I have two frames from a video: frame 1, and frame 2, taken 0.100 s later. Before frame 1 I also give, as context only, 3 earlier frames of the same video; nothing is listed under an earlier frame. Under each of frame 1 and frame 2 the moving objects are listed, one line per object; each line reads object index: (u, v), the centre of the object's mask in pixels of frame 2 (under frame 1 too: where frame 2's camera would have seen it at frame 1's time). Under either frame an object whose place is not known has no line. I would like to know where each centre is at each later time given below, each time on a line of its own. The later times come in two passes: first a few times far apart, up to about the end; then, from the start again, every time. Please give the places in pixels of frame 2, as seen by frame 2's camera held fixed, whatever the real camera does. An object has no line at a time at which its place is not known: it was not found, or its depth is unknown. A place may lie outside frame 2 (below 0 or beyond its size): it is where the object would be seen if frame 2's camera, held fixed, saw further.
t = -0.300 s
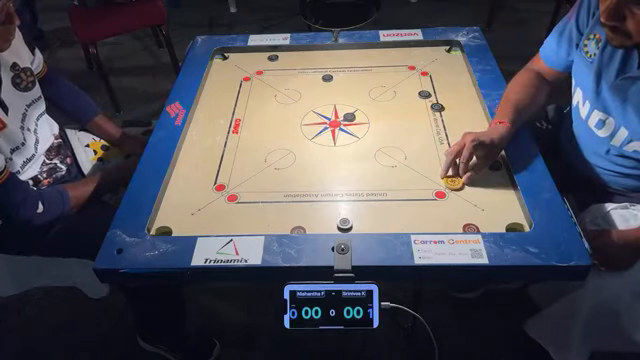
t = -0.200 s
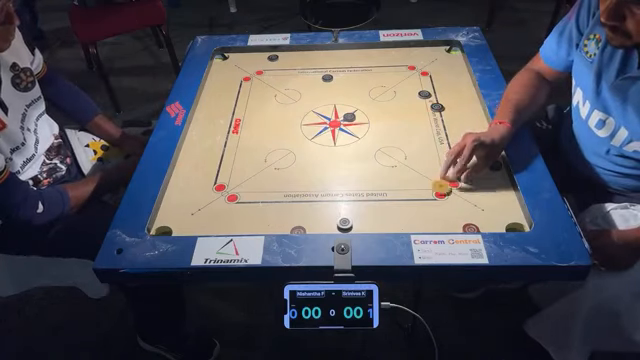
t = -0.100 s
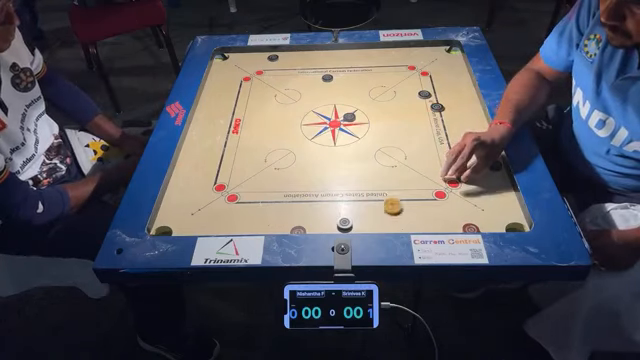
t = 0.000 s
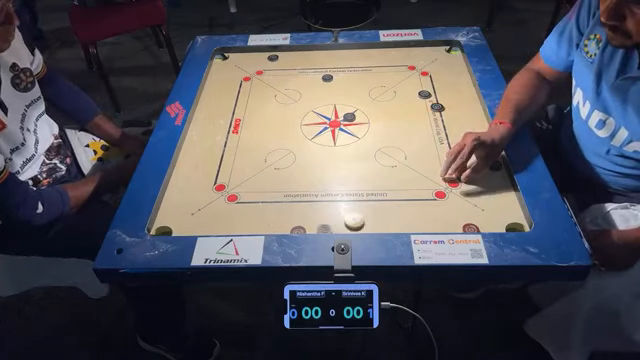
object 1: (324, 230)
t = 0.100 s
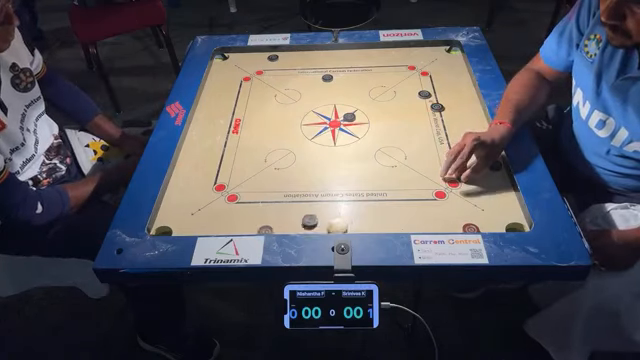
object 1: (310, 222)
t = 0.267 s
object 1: (304, 205)
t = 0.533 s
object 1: (304, 201)
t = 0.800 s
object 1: (304, 201)
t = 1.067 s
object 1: (304, 201)
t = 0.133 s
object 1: (308, 216)
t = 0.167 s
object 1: (307, 213)
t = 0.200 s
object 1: (306, 210)
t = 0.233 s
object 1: (305, 207)
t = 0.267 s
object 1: (304, 205)
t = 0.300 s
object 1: (304, 203)
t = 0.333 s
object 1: (304, 202)
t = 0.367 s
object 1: (304, 201)
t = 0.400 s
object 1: (304, 201)
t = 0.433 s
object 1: (304, 201)
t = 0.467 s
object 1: (304, 201)
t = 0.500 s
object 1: (304, 201)
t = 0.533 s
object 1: (304, 201)
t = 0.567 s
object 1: (304, 201)
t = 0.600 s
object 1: (304, 201)
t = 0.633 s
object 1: (304, 201)
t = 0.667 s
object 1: (304, 201)
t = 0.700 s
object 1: (304, 201)
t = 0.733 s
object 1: (304, 201)
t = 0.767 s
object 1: (304, 201)
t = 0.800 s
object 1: (304, 201)
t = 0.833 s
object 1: (304, 201)
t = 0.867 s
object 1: (304, 201)
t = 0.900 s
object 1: (304, 201)
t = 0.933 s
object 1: (304, 201)
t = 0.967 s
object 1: (304, 201)
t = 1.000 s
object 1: (304, 201)
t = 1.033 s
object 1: (304, 201)
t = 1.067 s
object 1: (304, 201)
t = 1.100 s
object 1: (304, 201)
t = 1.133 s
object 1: (304, 201)
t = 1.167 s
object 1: (304, 201)
